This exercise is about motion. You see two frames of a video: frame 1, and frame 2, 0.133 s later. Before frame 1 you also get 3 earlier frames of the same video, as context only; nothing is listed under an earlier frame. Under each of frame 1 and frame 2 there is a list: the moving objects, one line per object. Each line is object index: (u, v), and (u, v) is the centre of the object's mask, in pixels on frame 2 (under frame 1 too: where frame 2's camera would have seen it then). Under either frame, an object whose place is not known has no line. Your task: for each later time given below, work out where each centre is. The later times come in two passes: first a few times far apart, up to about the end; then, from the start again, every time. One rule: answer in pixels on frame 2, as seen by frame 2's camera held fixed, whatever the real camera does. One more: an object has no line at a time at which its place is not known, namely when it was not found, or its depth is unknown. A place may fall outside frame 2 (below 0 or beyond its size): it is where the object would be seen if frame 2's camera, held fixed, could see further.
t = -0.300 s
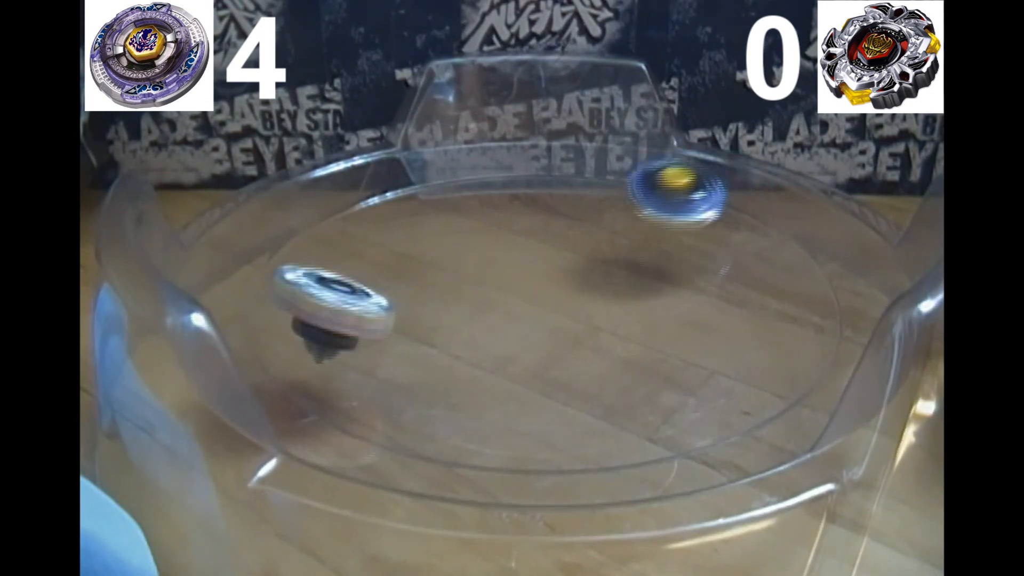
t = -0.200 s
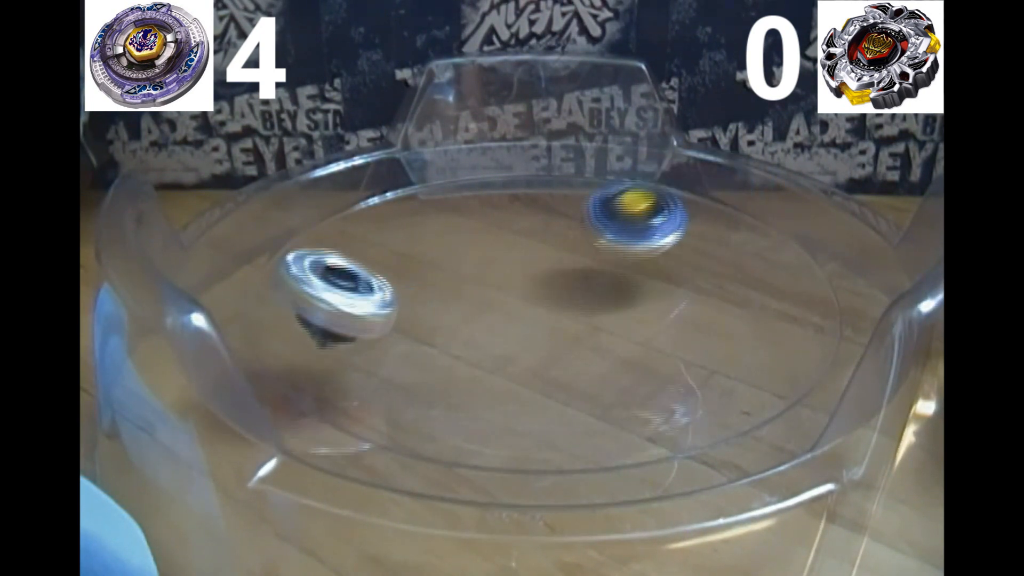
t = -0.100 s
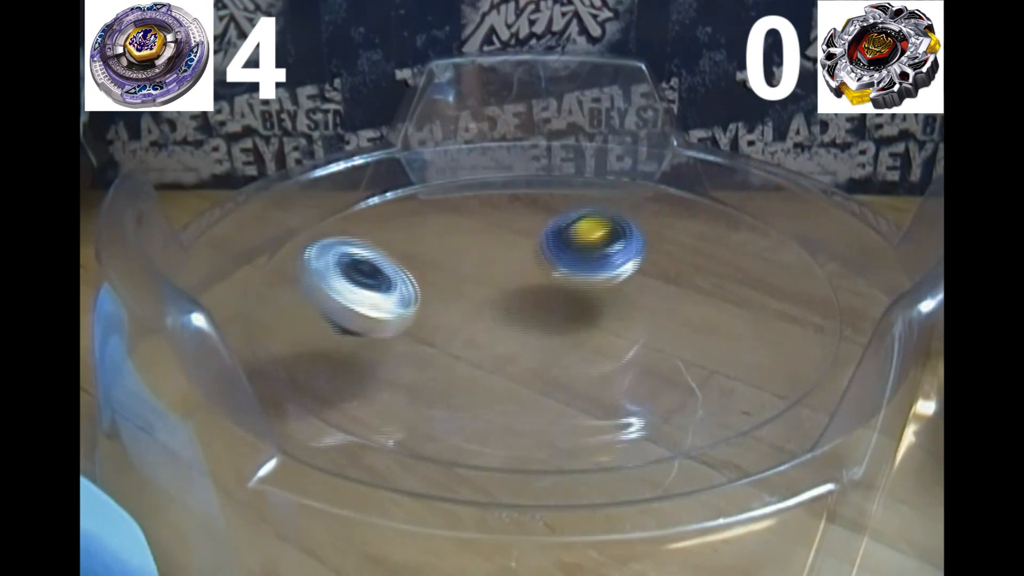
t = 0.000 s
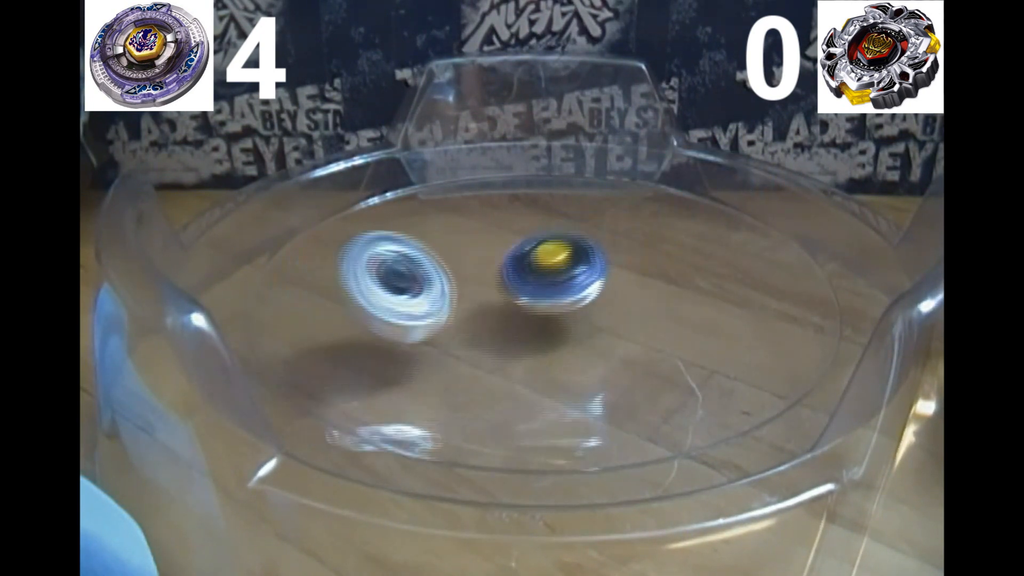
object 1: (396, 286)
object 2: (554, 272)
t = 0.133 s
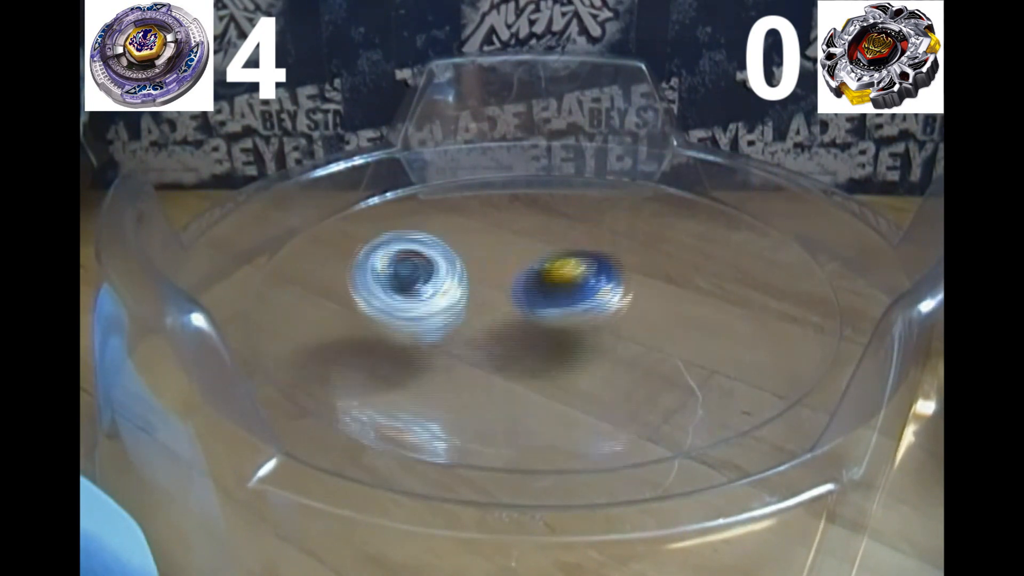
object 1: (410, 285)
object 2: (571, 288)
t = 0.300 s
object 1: (412, 283)
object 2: (660, 299)
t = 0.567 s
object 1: (481, 325)
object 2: (651, 298)
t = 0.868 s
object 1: (560, 351)
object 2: (625, 295)
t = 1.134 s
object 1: (533, 364)
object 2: (614, 214)
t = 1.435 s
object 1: (546, 332)
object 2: (337, 204)
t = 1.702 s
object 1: (589, 313)
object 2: (339, 264)
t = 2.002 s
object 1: (581, 320)
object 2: (474, 299)
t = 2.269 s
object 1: (562, 316)
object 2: (470, 282)
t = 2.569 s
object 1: (603, 319)
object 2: (466, 251)
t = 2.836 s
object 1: (603, 309)
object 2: (479, 263)
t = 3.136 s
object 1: (603, 300)
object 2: (494, 278)
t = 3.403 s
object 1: (797, 335)
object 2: (352, 164)
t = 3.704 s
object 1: (675, 329)
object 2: (408, 274)
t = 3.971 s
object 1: (613, 325)
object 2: (473, 275)
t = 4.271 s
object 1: (604, 323)
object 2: (472, 264)
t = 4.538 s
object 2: (478, 269)
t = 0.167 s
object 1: (398, 284)
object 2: (593, 290)
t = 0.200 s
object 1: (393, 281)
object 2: (614, 293)
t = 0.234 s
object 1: (394, 277)
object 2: (634, 294)
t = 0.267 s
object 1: (402, 281)
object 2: (650, 296)
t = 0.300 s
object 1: (412, 283)
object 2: (660, 299)
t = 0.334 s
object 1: (423, 289)
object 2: (665, 299)
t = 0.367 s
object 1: (432, 293)
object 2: (665, 299)
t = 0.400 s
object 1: (442, 299)
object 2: (664, 299)
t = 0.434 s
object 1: (448, 308)
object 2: (663, 299)
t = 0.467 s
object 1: (457, 314)
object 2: (660, 299)
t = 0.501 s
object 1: (465, 318)
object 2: (657, 299)
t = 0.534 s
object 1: (474, 322)
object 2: (654, 299)
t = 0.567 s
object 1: (481, 325)
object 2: (651, 298)
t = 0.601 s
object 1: (489, 331)
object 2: (647, 298)
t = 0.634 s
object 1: (497, 335)
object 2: (643, 299)
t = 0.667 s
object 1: (505, 339)
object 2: (640, 299)
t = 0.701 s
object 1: (513, 342)
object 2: (636, 298)
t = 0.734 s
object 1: (521, 346)
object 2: (634, 298)
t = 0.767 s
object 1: (530, 348)
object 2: (632, 297)
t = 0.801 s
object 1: (540, 350)
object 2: (630, 296)
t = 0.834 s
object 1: (550, 352)
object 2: (627, 296)
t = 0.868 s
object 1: (560, 351)
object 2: (625, 295)
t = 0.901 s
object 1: (569, 350)
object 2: (622, 293)
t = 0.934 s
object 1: (578, 347)
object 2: (619, 292)
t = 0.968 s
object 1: (579, 345)
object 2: (618, 289)
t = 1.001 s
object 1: (568, 351)
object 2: (626, 276)
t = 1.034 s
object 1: (554, 359)
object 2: (635, 256)
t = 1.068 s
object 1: (544, 363)
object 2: (635, 240)
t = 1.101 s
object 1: (539, 365)
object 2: (627, 225)
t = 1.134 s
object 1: (533, 364)
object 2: (614, 214)
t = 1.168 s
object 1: (528, 361)
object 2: (593, 205)
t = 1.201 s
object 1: (524, 359)
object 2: (569, 198)
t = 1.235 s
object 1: (521, 356)
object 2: (539, 194)
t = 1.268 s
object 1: (522, 352)
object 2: (502, 189)
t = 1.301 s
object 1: (525, 347)
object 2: (468, 188)
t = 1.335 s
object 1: (529, 343)
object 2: (426, 189)
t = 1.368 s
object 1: (535, 340)
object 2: (392, 193)
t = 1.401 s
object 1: (540, 335)
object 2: (363, 197)
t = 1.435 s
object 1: (546, 332)
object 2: (337, 204)
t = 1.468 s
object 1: (551, 329)
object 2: (320, 211)
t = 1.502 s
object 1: (559, 324)
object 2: (310, 219)
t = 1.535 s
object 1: (566, 321)
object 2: (305, 227)
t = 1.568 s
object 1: (571, 318)
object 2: (305, 235)
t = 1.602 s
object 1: (577, 316)
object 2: (310, 242)
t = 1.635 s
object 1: (582, 315)
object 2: (317, 251)
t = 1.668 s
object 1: (585, 314)
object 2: (327, 258)
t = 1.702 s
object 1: (589, 313)
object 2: (339, 264)
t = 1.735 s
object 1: (592, 313)
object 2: (354, 272)
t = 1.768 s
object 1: (596, 313)
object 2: (370, 279)
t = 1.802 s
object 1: (599, 315)
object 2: (387, 285)
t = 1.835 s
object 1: (600, 318)
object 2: (406, 290)
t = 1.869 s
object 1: (598, 314)
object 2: (423, 293)
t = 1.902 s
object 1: (596, 316)
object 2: (440, 296)
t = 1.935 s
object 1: (591, 318)
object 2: (455, 298)
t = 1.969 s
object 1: (585, 319)
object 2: (467, 300)
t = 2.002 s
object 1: (581, 320)
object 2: (474, 299)
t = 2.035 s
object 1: (587, 322)
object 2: (474, 295)
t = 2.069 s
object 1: (587, 323)
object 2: (473, 291)
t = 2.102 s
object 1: (581, 323)
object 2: (472, 289)
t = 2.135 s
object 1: (574, 321)
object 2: (472, 288)
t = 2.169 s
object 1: (566, 318)
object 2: (472, 286)
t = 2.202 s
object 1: (564, 316)
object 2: (472, 285)
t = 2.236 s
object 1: (564, 316)
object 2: (470, 283)
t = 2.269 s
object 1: (562, 316)
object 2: (470, 282)
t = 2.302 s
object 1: (562, 315)
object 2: (471, 278)
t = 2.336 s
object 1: (561, 316)
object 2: (473, 276)
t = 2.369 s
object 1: (564, 315)
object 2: (475, 275)
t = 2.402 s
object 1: (565, 312)
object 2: (477, 275)
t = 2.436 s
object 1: (568, 311)
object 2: (478, 272)
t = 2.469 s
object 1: (586, 315)
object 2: (474, 265)
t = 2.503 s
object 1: (594, 317)
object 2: (467, 257)
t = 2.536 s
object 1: (599, 318)
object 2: (465, 251)
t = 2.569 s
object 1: (603, 319)
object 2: (466, 251)
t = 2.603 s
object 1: (605, 319)
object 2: (468, 252)
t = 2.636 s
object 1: (611, 319)
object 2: (469, 253)
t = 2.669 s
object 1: (614, 319)
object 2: (470, 254)
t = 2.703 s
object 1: (614, 317)
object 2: (471, 255)
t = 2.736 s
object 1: (613, 315)
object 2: (473, 257)
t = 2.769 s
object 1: (610, 314)
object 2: (475, 259)
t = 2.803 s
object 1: (606, 311)
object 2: (478, 261)
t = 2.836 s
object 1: (603, 309)
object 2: (479, 263)
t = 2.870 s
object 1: (601, 307)
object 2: (481, 264)
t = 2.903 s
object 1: (600, 304)
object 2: (483, 266)
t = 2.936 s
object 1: (601, 302)
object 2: (485, 267)
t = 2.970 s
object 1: (603, 300)
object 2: (486, 269)
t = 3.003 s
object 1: (606, 298)
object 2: (488, 271)
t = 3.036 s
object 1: (608, 299)
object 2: (490, 273)
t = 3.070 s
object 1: (608, 300)
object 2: (492, 275)
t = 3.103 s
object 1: (606, 301)
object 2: (494, 276)
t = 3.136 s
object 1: (603, 300)
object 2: (494, 278)
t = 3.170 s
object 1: (612, 305)
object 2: (495, 277)
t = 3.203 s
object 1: (650, 314)
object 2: (458, 244)
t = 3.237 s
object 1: (703, 323)
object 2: (426, 213)
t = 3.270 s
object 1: (740, 323)
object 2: (401, 187)
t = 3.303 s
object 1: (773, 328)
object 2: (382, 171)
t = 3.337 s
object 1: (793, 330)
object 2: (370, 163)
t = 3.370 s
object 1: (798, 334)
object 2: (360, 162)
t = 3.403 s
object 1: (797, 335)
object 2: (352, 164)
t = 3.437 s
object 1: (794, 336)
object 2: (346, 171)
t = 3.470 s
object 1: (785, 338)
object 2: (341, 180)
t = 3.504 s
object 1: (773, 339)
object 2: (340, 192)
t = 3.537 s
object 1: (759, 342)
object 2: (341, 207)
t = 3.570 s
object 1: (744, 340)
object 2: (348, 219)
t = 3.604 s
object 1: (723, 336)
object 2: (359, 234)
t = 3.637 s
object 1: (707, 334)
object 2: (374, 248)
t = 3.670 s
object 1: (691, 331)
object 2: (390, 262)
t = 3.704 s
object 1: (675, 329)
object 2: (408, 274)
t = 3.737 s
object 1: (659, 327)
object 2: (428, 285)
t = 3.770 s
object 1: (640, 325)
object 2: (448, 292)
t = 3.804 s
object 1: (624, 325)
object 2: (466, 300)
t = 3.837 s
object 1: (608, 325)
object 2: (484, 305)
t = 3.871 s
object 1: (595, 324)
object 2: (495, 303)
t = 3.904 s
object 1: (603, 325)
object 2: (485, 291)
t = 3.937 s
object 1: (608, 325)
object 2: (477, 283)
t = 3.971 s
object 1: (613, 325)
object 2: (473, 275)
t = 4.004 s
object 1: (617, 324)
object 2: (469, 268)
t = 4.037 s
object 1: (619, 324)
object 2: (468, 262)
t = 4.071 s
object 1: (621, 323)
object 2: (468, 260)
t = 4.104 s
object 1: (620, 323)
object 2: (469, 261)
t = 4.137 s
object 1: (618, 323)
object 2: (470, 261)
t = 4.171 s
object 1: (616, 323)
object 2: (470, 262)
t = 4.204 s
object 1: (614, 322)
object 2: (471, 262)
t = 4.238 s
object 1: (609, 322)
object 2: (471, 263)
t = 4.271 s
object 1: (604, 323)
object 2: (472, 264)
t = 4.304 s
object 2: (472, 264)
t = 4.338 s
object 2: (473, 265)
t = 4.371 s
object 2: (474, 266)
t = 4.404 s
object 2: (474, 267)
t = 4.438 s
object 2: (475, 267)
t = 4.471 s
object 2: (476, 268)
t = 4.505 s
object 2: (477, 269)
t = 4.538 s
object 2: (478, 269)
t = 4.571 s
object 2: (479, 270)
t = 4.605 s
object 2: (480, 271)
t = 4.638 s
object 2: (481, 272)
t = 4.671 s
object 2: (482, 273)
